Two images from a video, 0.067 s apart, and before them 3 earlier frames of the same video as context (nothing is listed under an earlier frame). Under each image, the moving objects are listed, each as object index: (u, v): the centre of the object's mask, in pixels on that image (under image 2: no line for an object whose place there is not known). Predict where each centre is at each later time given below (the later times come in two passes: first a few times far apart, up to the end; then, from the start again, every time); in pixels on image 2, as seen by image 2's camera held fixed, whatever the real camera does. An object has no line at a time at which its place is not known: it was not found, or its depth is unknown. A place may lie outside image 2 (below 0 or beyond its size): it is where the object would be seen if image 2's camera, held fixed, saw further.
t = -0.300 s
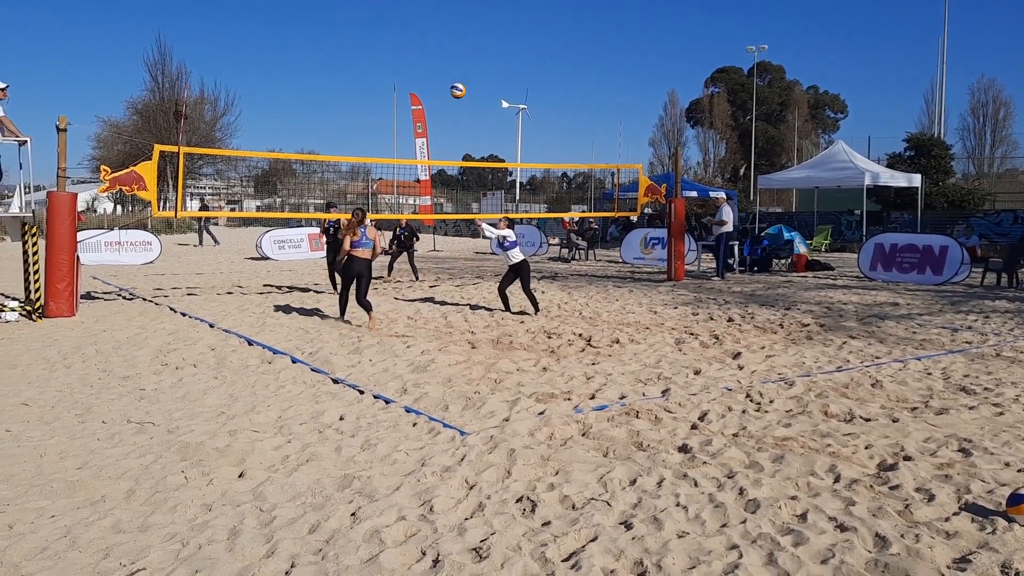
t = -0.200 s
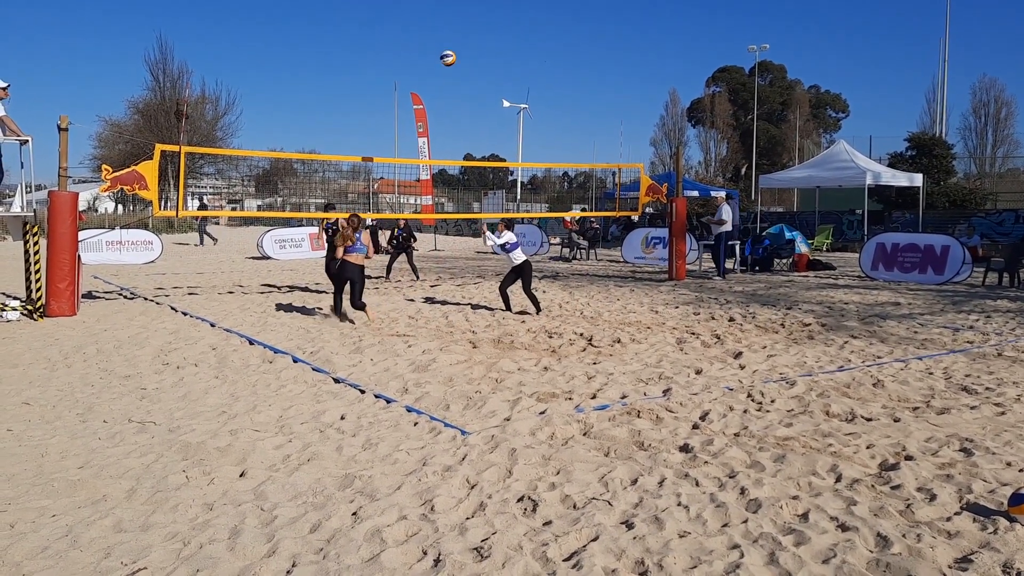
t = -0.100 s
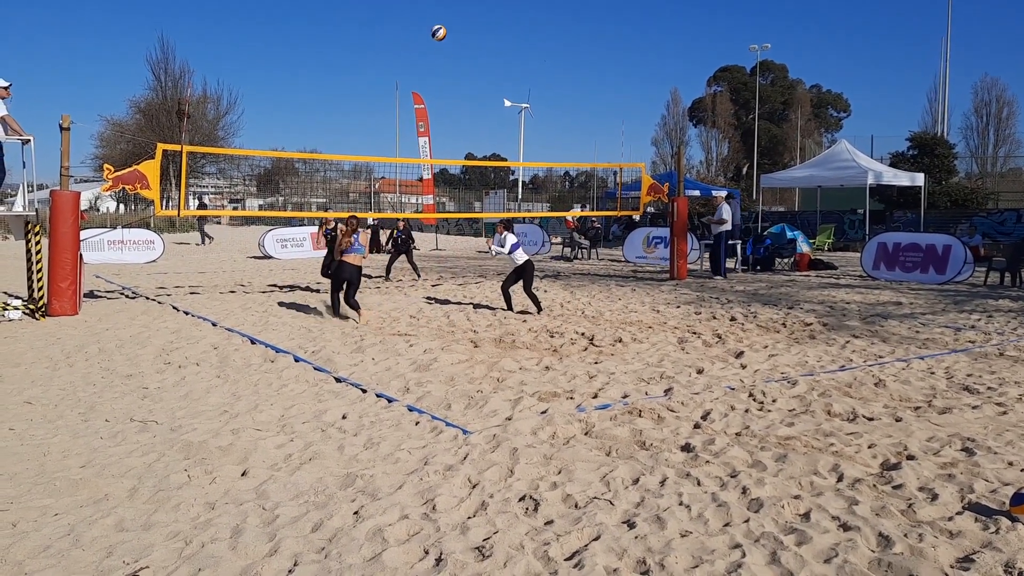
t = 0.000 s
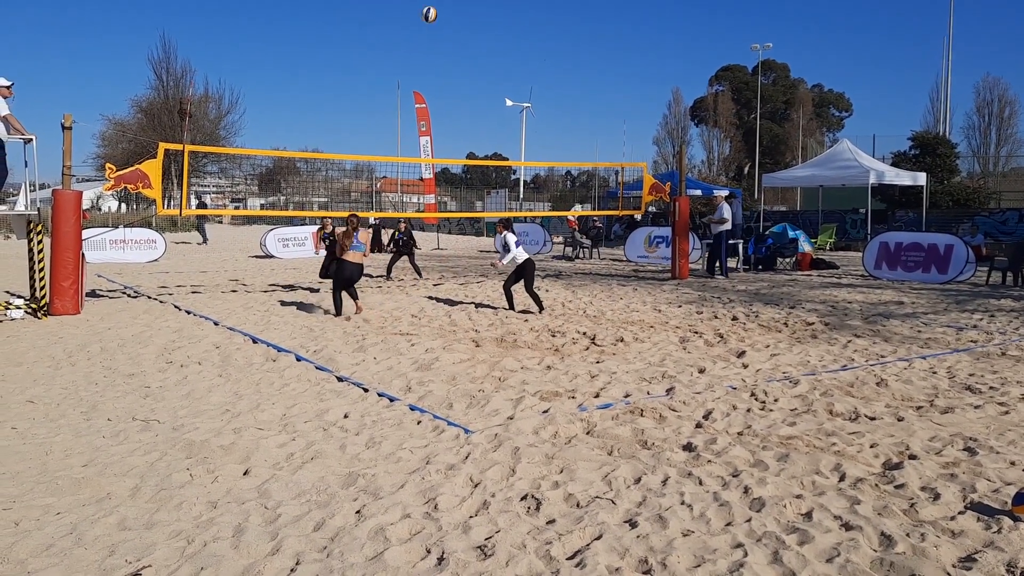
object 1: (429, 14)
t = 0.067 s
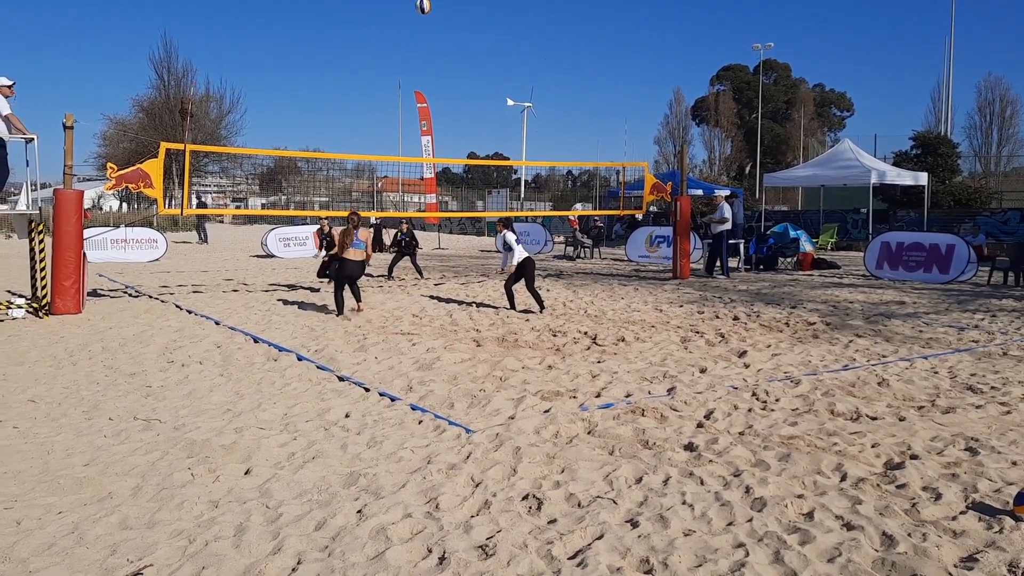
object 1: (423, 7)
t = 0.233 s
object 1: (405, 5)
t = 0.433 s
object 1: (384, 21)
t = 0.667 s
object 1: (358, 83)
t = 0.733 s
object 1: (351, 108)
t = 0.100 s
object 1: (419, 5)
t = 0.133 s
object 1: (416, 5)
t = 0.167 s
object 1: (412, 4)
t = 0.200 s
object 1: (409, 4)
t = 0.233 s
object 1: (405, 5)
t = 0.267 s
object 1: (402, 5)
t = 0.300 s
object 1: (398, 6)
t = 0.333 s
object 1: (394, 8)
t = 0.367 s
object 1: (391, 11)
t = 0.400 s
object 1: (387, 16)
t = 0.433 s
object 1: (384, 21)
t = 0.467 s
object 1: (380, 28)
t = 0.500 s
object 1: (376, 35)
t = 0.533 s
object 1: (372, 43)
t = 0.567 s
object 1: (369, 52)
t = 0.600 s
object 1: (365, 61)
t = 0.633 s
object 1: (362, 72)
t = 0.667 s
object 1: (358, 83)
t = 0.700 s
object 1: (354, 95)
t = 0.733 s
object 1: (351, 108)
